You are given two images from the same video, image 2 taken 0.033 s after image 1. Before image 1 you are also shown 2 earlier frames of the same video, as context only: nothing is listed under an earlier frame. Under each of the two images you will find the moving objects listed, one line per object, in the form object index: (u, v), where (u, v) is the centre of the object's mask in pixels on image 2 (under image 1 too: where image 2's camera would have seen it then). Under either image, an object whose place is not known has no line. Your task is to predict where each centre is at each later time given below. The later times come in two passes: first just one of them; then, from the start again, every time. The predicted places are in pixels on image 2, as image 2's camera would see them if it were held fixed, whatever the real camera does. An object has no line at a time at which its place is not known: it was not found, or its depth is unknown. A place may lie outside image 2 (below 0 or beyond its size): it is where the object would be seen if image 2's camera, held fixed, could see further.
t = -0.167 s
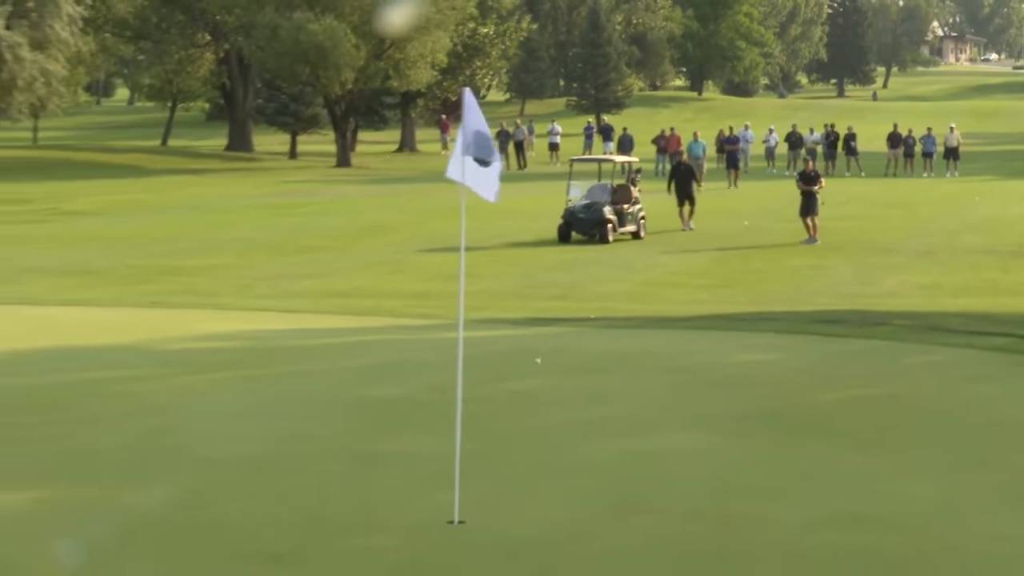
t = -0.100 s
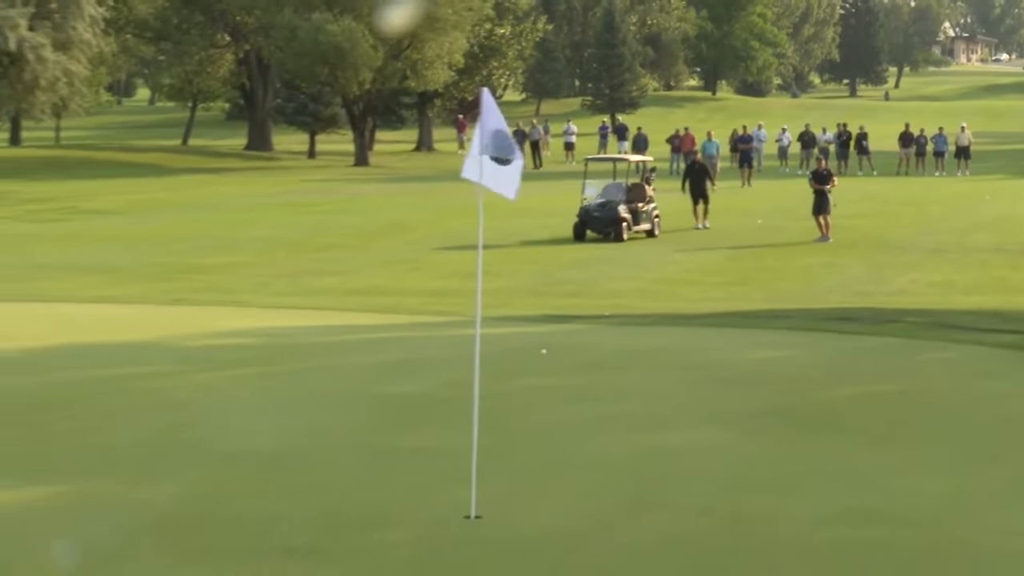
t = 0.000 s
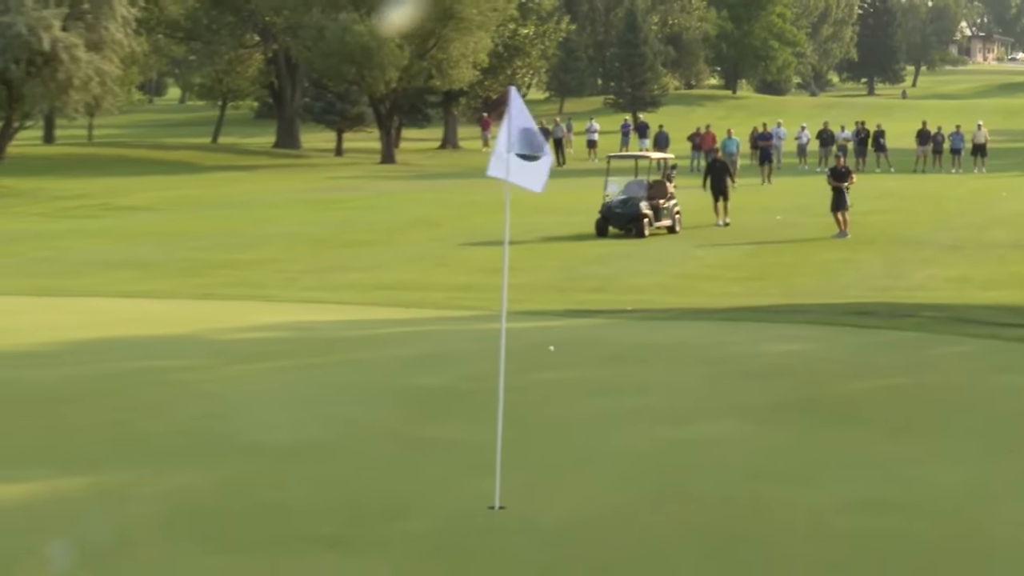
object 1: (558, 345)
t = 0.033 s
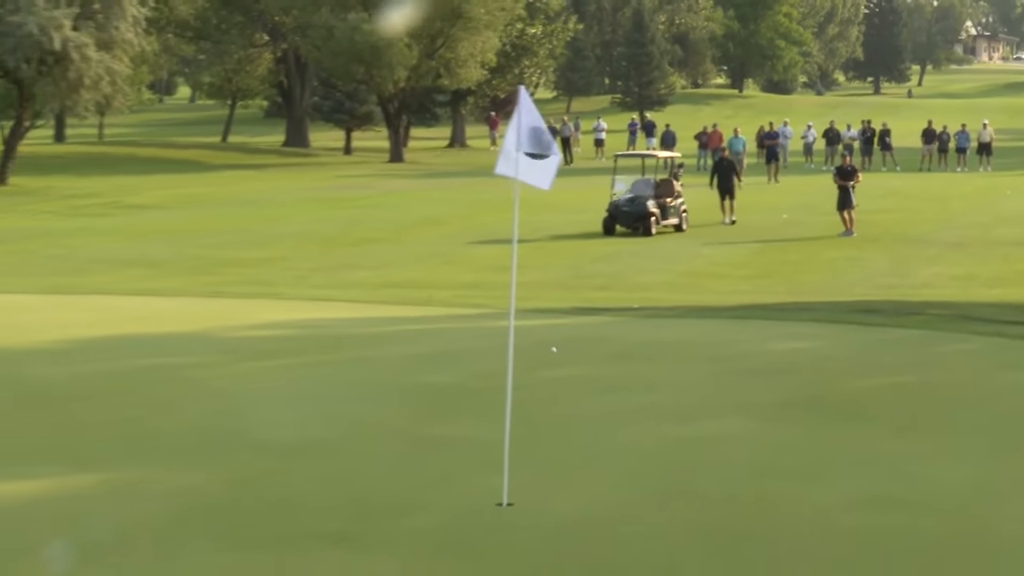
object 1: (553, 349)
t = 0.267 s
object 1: (520, 366)
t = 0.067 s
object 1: (549, 354)
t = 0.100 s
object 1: (543, 360)
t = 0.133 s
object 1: (538, 368)
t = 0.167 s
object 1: (534, 371)
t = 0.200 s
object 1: (530, 367)
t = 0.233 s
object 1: (526, 366)
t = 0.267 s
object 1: (520, 366)
